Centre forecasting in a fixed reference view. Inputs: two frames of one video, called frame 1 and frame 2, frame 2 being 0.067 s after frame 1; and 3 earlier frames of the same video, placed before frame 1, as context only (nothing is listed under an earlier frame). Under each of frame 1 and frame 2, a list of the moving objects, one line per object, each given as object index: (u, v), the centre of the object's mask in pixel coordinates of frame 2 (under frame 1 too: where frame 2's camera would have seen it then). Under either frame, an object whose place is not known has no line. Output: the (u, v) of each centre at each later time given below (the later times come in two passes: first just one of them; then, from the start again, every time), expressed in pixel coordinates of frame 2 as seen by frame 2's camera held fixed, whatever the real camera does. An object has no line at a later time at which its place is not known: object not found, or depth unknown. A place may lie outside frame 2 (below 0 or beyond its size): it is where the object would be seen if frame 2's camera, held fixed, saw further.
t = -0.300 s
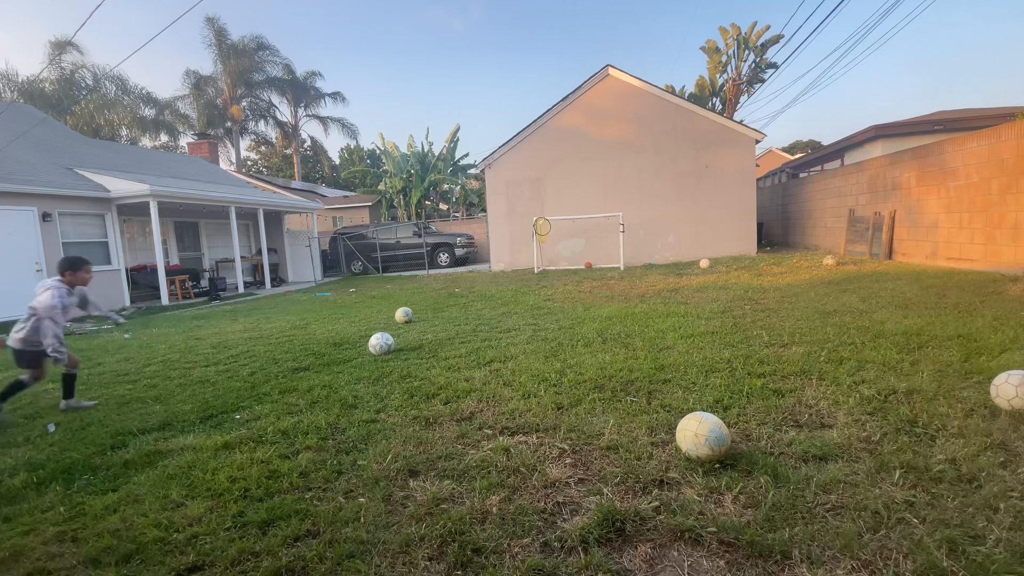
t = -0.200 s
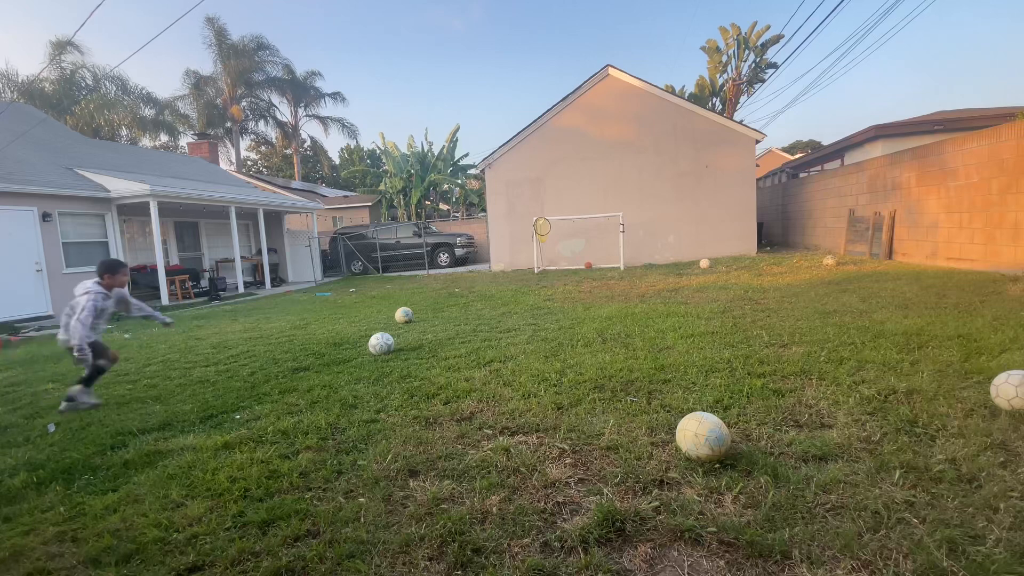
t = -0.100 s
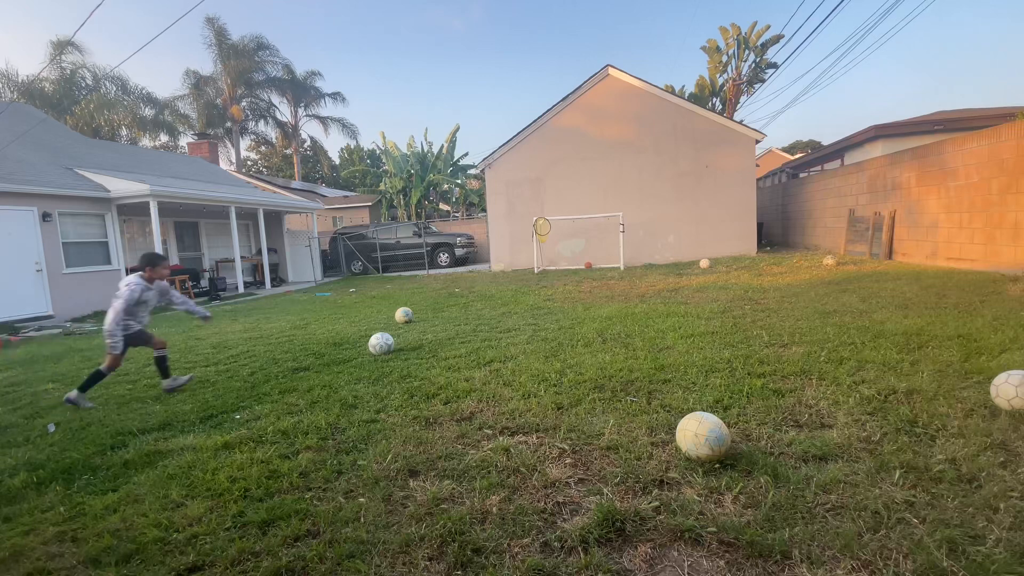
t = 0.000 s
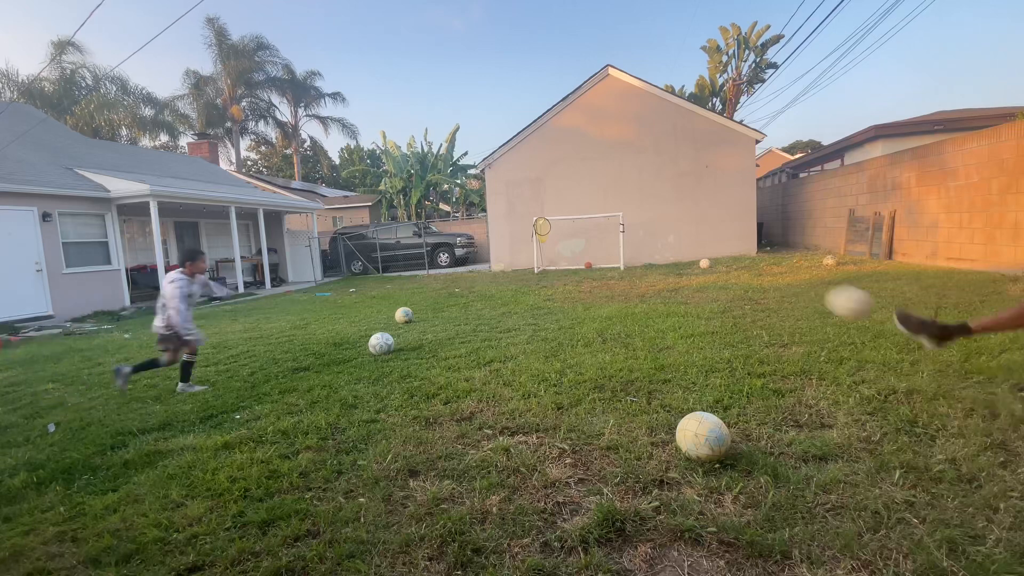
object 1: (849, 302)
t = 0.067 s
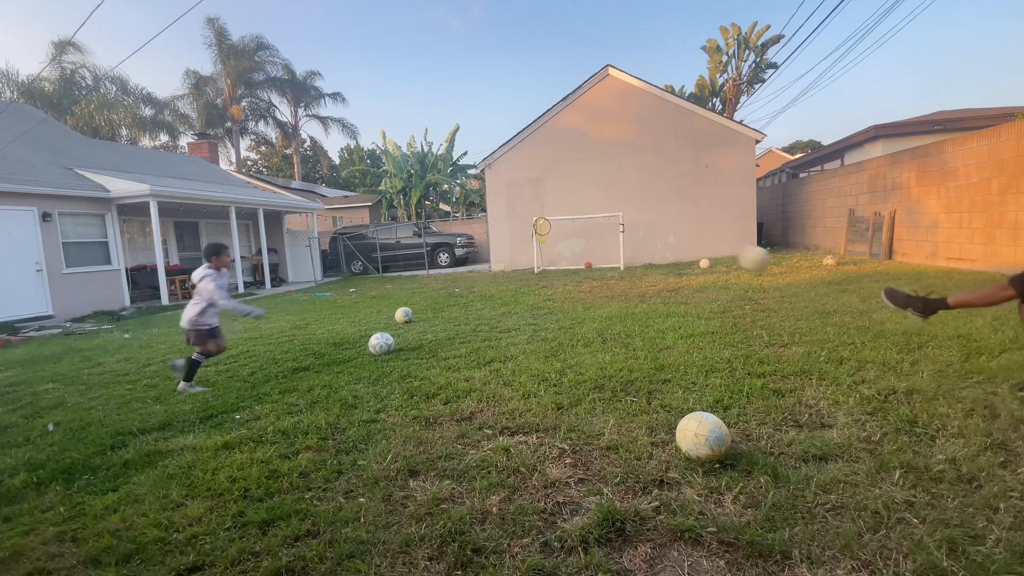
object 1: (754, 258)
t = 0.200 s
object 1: (655, 221)
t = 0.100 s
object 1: (720, 245)
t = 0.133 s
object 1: (693, 235)
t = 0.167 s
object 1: (672, 227)
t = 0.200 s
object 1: (655, 221)
